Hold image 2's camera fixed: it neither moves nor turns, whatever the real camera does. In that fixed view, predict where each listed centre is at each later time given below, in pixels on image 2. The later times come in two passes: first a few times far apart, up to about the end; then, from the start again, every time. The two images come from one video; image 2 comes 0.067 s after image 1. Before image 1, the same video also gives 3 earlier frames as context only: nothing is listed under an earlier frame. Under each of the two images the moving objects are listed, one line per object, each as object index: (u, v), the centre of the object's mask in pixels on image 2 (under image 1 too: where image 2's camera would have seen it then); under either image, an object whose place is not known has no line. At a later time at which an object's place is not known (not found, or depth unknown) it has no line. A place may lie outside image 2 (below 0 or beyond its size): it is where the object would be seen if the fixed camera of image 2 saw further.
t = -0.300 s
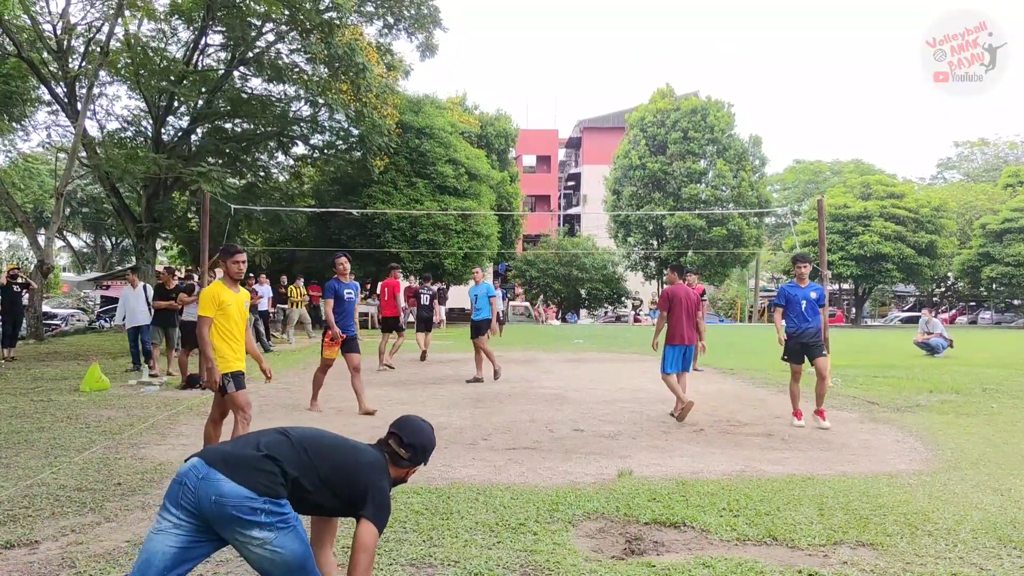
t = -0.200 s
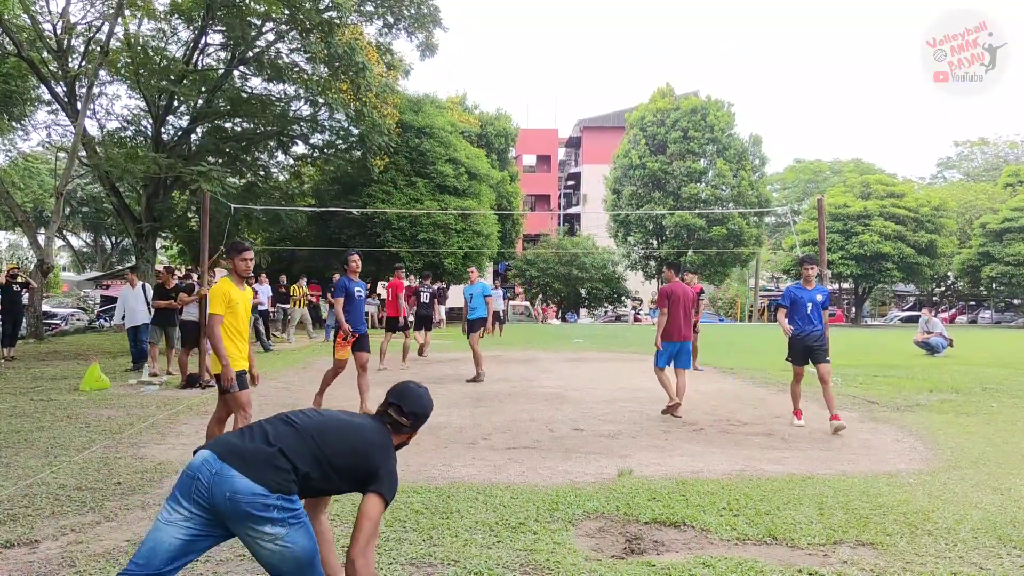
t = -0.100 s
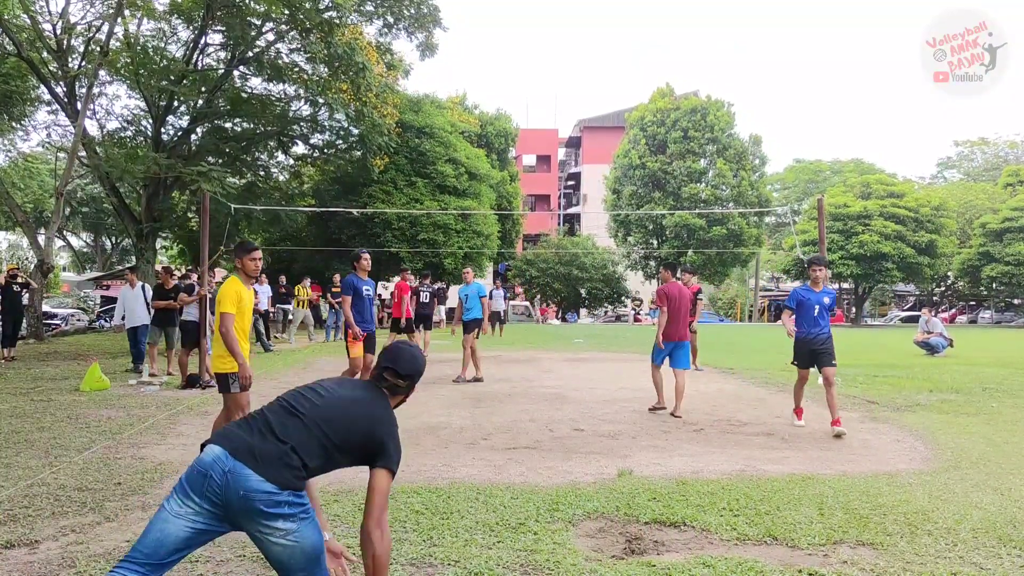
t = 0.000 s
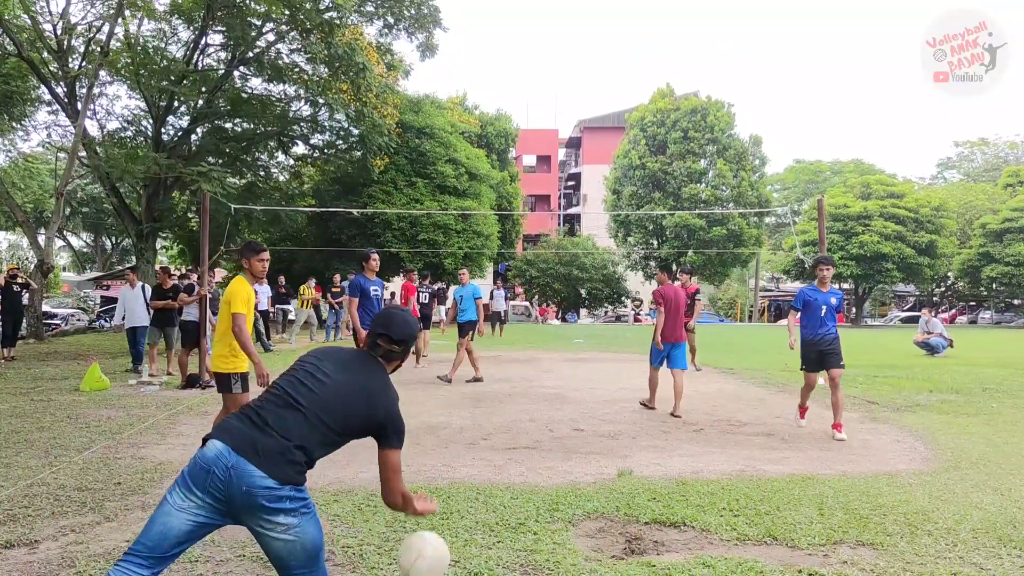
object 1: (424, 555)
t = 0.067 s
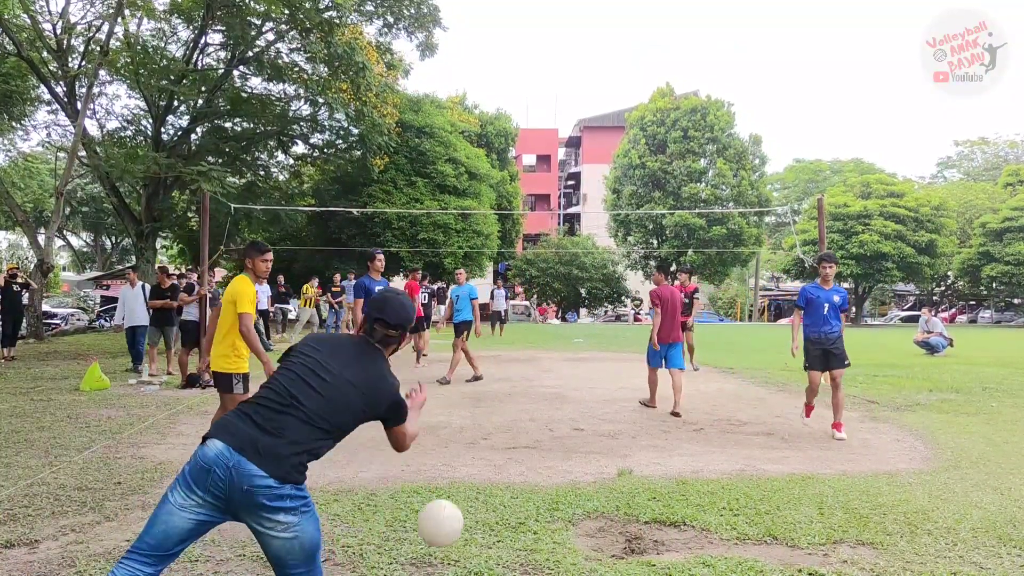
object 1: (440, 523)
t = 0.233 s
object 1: (469, 498)
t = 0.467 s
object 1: (486, 435)
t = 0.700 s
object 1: (495, 441)
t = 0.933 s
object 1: (505, 407)
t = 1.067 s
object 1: (510, 412)
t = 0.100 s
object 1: (447, 512)
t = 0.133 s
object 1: (454, 504)
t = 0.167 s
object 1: (459, 500)
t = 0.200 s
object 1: (464, 497)
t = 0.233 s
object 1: (469, 498)
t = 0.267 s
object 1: (473, 499)
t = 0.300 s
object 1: (476, 483)
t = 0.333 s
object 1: (479, 469)
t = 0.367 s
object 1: (480, 458)
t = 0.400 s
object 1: (482, 449)
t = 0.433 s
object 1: (484, 441)
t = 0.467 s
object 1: (486, 435)
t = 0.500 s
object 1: (487, 432)
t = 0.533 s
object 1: (489, 430)
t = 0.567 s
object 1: (490, 429)
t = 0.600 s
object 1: (491, 430)
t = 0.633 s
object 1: (492, 432)
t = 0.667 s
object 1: (494, 436)
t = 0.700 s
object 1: (495, 441)
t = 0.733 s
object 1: (496, 434)
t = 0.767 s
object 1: (498, 426)
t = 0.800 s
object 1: (500, 420)
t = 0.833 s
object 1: (501, 414)
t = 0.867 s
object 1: (502, 410)
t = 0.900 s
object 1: (504, 408)
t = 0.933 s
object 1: (505, 407)
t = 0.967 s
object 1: (506, 406)
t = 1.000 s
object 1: (507, 407)
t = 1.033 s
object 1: (508, 410)
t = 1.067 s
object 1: (510, 412)
